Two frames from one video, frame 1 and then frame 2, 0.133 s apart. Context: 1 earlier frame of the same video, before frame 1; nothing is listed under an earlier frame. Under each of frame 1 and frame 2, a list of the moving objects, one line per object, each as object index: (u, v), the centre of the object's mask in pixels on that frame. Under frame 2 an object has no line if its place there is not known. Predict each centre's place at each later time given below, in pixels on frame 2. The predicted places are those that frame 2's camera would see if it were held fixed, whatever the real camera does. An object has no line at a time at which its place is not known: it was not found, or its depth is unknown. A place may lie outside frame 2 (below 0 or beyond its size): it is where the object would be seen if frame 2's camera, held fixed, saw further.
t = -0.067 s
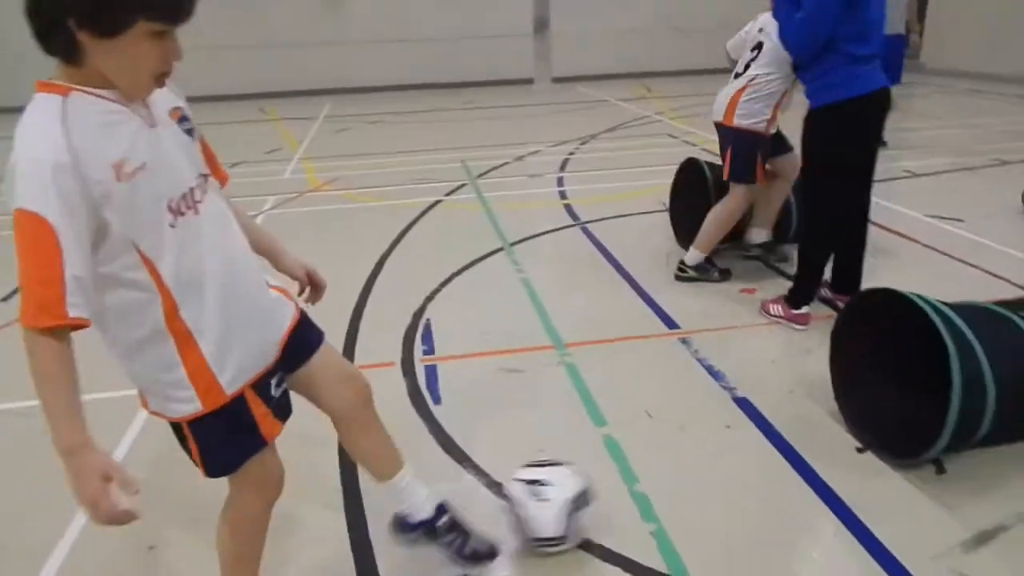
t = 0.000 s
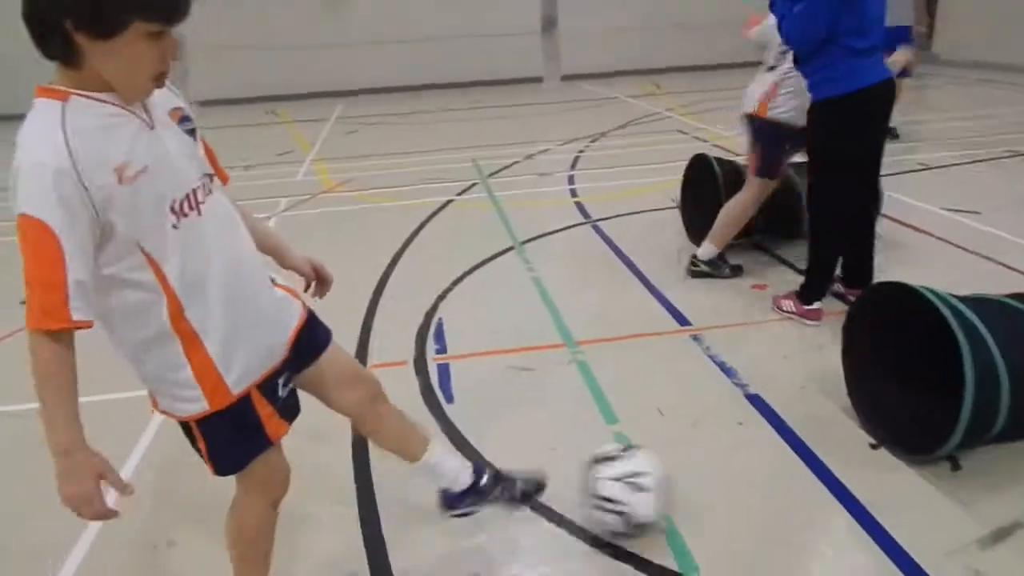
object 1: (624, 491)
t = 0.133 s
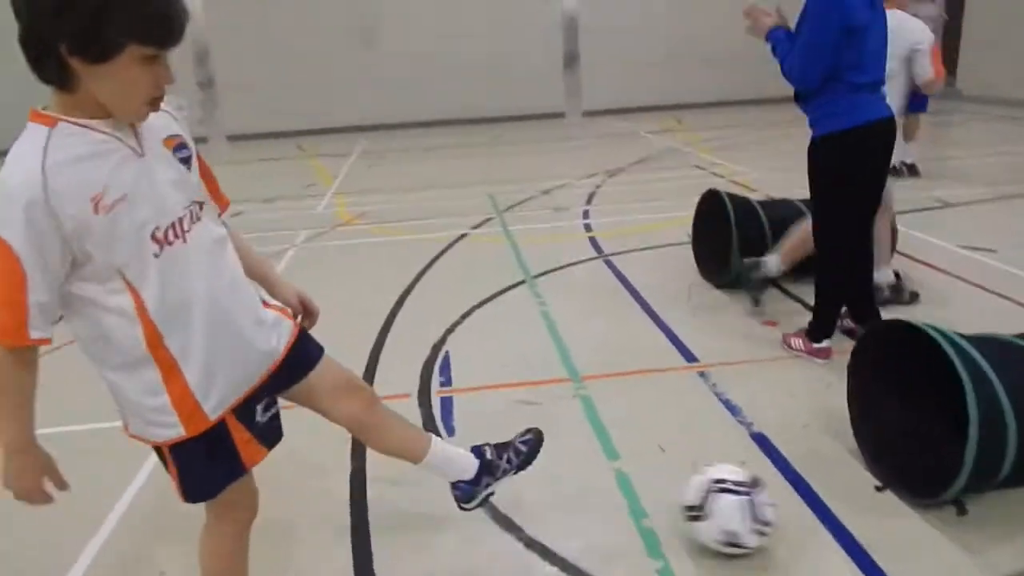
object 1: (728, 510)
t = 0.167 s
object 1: (752, 506)
